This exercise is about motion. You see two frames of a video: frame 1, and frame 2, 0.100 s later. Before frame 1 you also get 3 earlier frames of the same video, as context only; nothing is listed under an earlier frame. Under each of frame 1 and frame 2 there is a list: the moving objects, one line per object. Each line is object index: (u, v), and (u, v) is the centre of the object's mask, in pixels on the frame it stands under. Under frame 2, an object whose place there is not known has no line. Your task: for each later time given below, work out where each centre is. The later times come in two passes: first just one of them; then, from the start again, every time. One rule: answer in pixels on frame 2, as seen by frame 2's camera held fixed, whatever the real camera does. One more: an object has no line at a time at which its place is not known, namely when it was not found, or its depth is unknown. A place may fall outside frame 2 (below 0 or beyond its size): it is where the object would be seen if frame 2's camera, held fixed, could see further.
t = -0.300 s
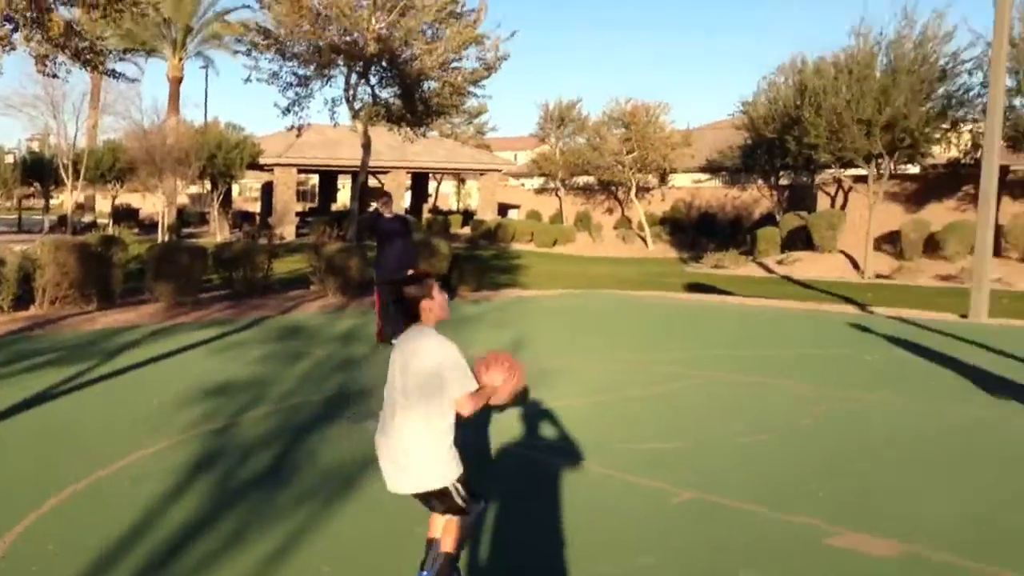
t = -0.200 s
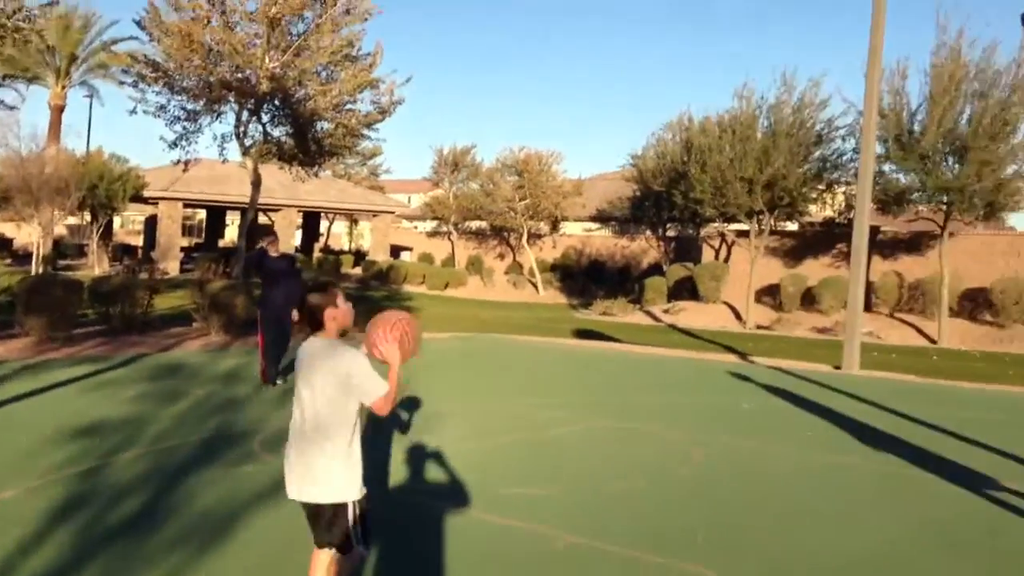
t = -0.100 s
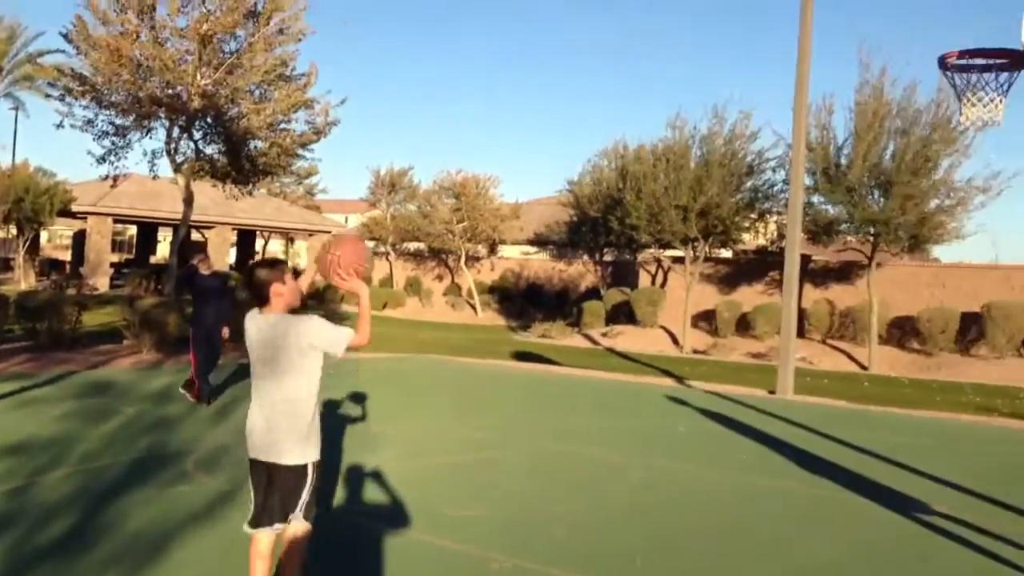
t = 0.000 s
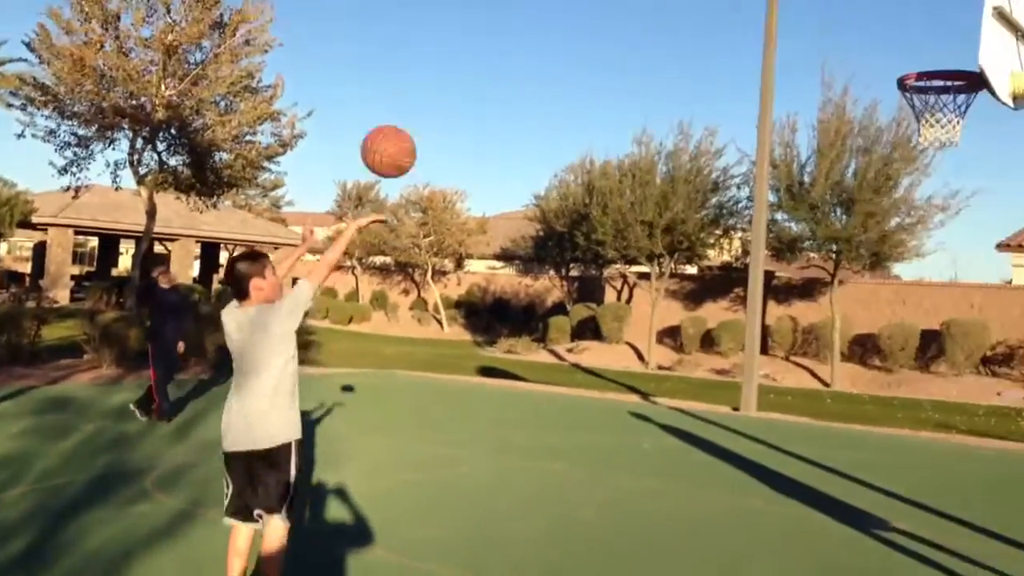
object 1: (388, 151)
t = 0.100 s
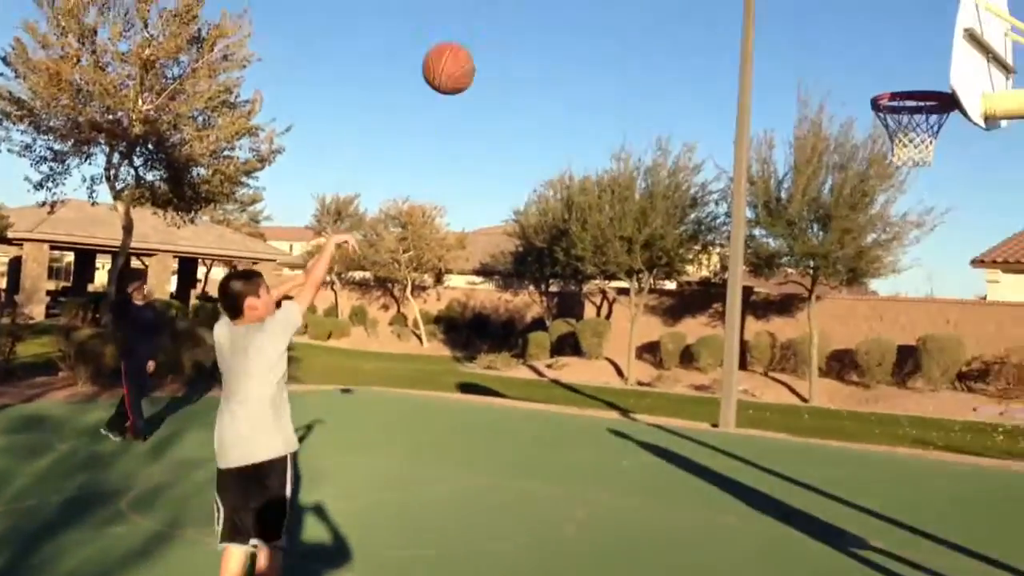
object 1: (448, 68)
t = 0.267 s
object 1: (567, -38)
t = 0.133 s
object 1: (475, 40)
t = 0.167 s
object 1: (499, 16)
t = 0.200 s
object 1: (522, -5)
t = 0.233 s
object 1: (545, -22)
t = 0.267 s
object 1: (567, -38)
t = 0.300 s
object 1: (588, -50)
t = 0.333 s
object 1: (608, -60)
